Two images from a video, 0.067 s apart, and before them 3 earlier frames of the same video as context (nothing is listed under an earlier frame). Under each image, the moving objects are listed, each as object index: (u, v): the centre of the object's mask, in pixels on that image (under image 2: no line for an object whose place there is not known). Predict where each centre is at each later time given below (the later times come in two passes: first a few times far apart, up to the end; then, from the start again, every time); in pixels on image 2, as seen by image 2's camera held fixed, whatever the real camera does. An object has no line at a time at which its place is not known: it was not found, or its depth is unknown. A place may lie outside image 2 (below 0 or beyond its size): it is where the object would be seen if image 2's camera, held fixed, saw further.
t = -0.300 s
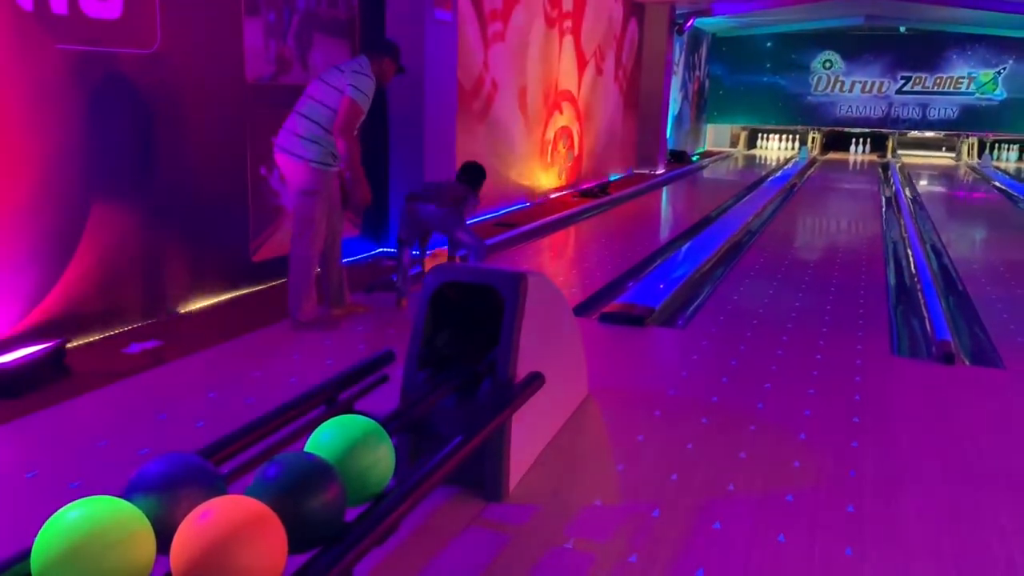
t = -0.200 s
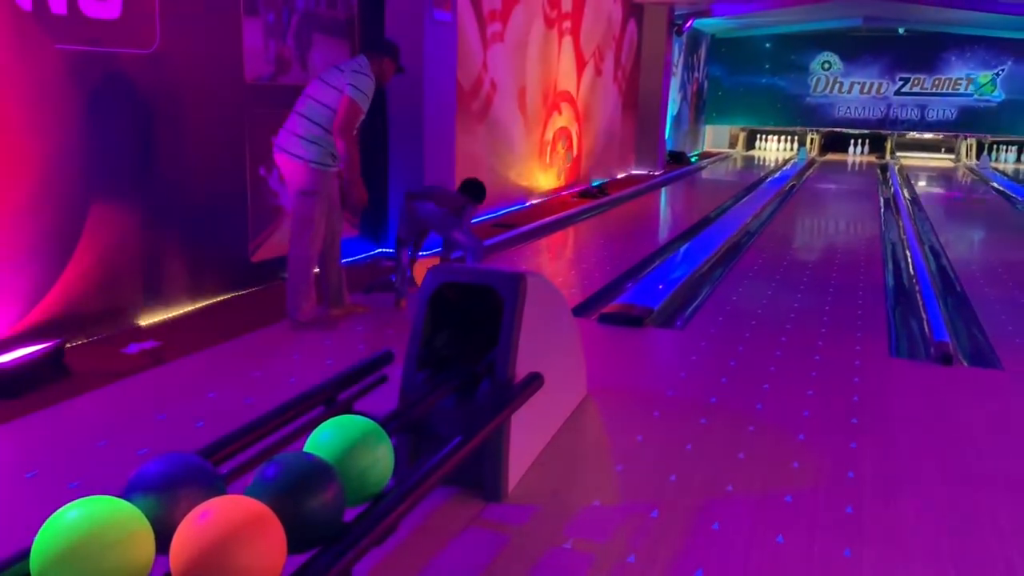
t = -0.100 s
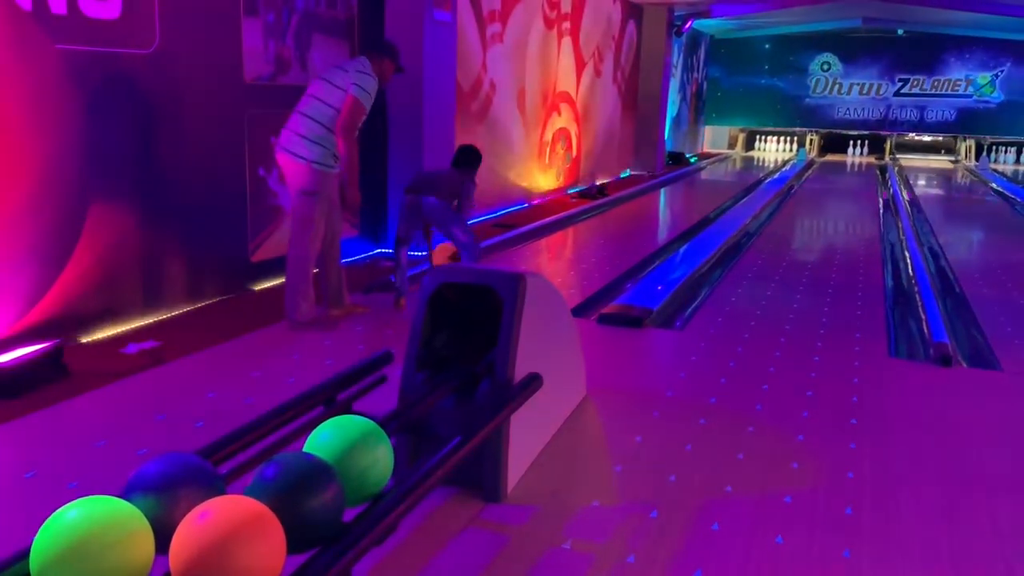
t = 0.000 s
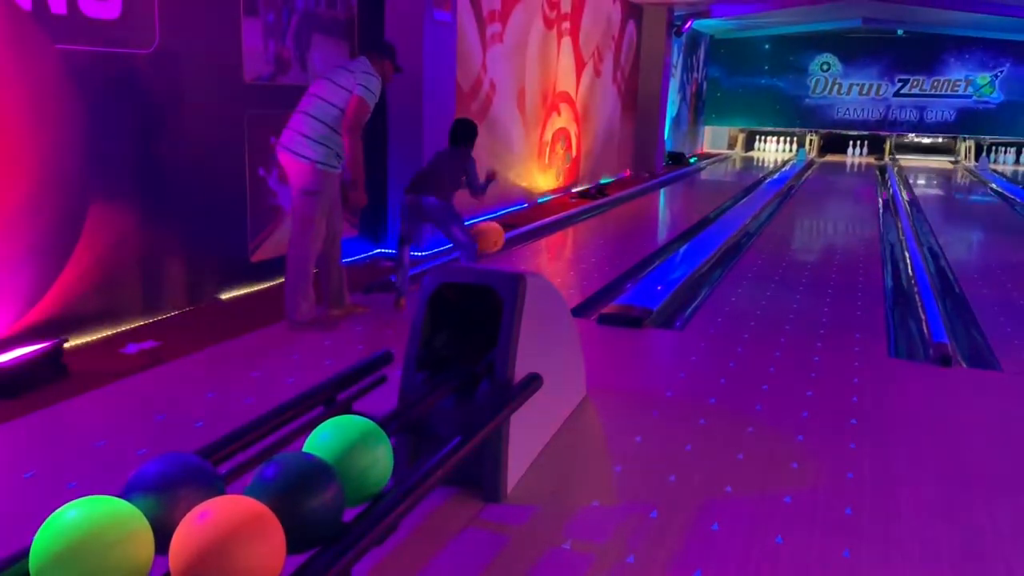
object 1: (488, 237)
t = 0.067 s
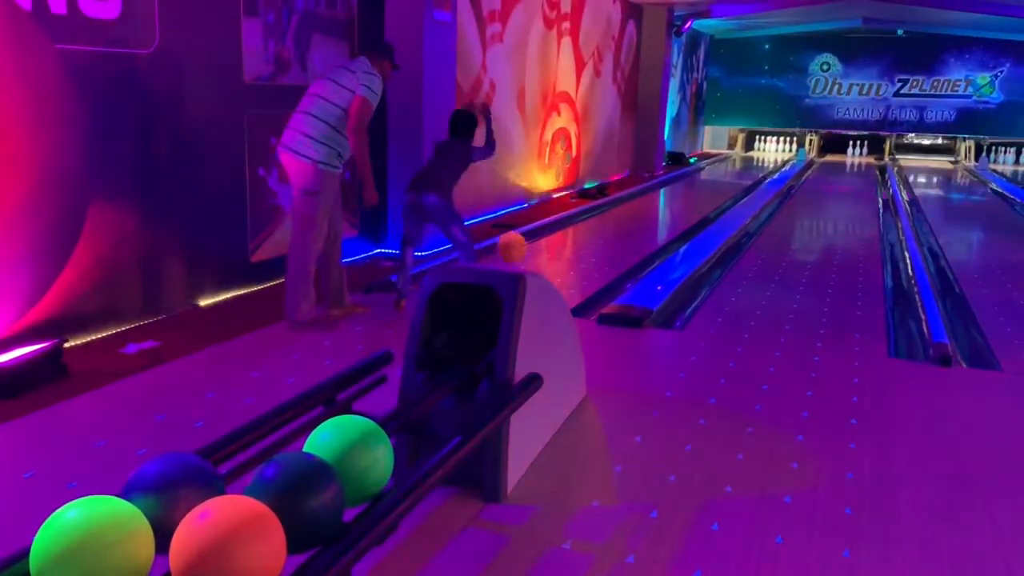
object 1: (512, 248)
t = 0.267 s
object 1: (566, 242)
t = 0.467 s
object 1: (605, 228)
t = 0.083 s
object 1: (517, 254)
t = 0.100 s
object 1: (523, 257)
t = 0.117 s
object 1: (527, 256)
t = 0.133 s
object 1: (532, 255)
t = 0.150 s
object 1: (537, 254)
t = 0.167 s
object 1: (541, 251)
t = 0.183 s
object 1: (546, 250)
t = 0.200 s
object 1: (550, 248)
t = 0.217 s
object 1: (556, 246)
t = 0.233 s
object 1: (559, 245)
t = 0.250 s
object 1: (563, 244)
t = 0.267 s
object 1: (566, 242)
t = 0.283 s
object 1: (572, 241)
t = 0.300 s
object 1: (574, 240)
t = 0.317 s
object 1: (577, 238)
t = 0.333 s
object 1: (581, 237)
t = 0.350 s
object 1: (583, 236)
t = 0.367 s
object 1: (587, 235)
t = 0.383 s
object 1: (590, 233)
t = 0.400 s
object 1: (594, 232)
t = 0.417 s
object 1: (597, 231)
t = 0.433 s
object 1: (600, 230)
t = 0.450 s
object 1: (602, 228)
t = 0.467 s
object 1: (605, 228)
